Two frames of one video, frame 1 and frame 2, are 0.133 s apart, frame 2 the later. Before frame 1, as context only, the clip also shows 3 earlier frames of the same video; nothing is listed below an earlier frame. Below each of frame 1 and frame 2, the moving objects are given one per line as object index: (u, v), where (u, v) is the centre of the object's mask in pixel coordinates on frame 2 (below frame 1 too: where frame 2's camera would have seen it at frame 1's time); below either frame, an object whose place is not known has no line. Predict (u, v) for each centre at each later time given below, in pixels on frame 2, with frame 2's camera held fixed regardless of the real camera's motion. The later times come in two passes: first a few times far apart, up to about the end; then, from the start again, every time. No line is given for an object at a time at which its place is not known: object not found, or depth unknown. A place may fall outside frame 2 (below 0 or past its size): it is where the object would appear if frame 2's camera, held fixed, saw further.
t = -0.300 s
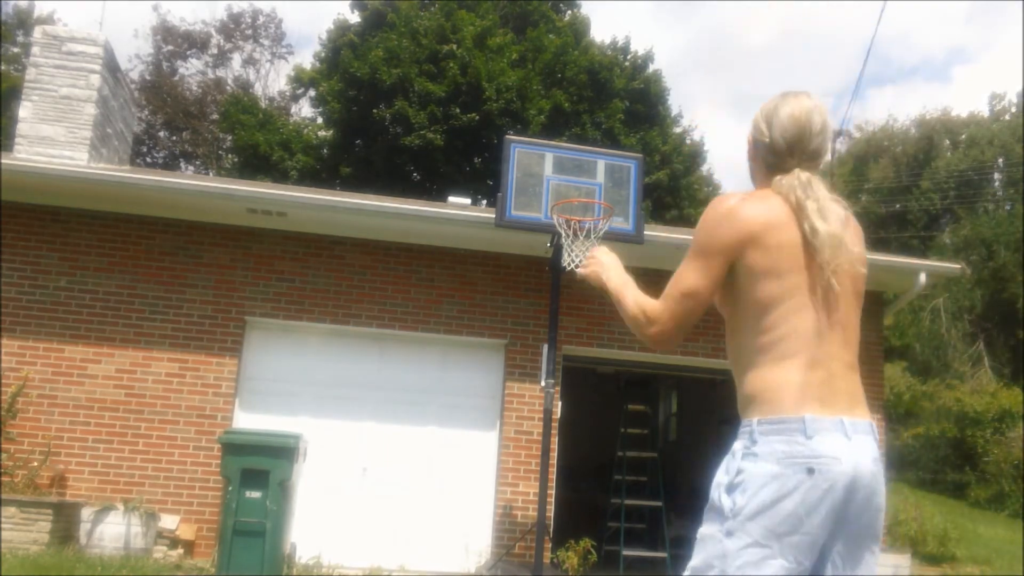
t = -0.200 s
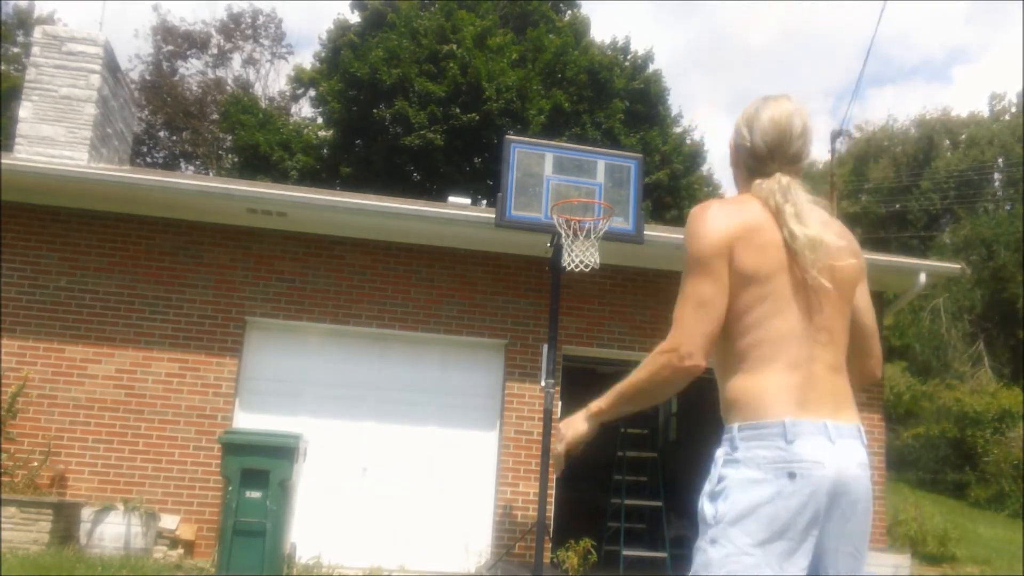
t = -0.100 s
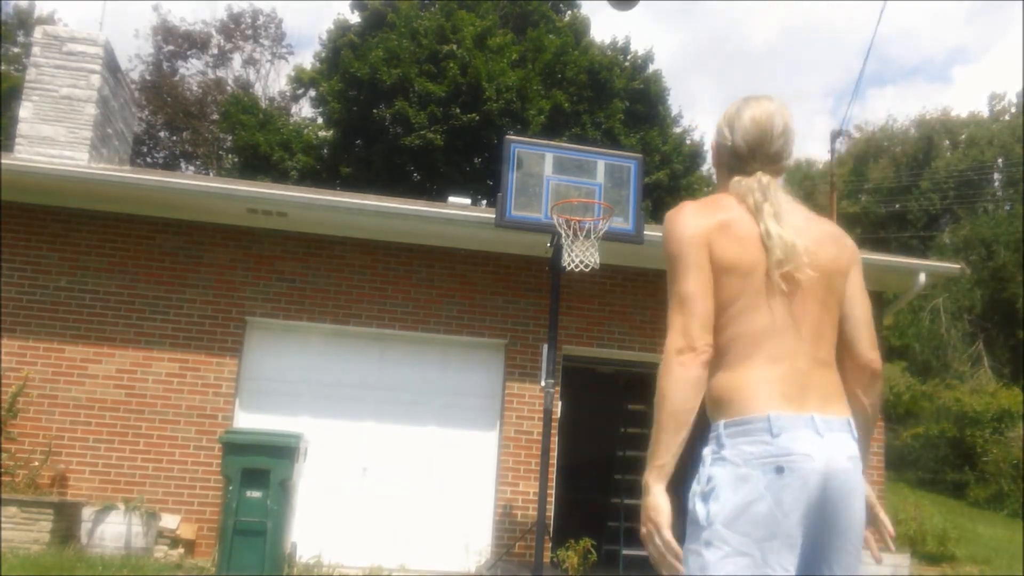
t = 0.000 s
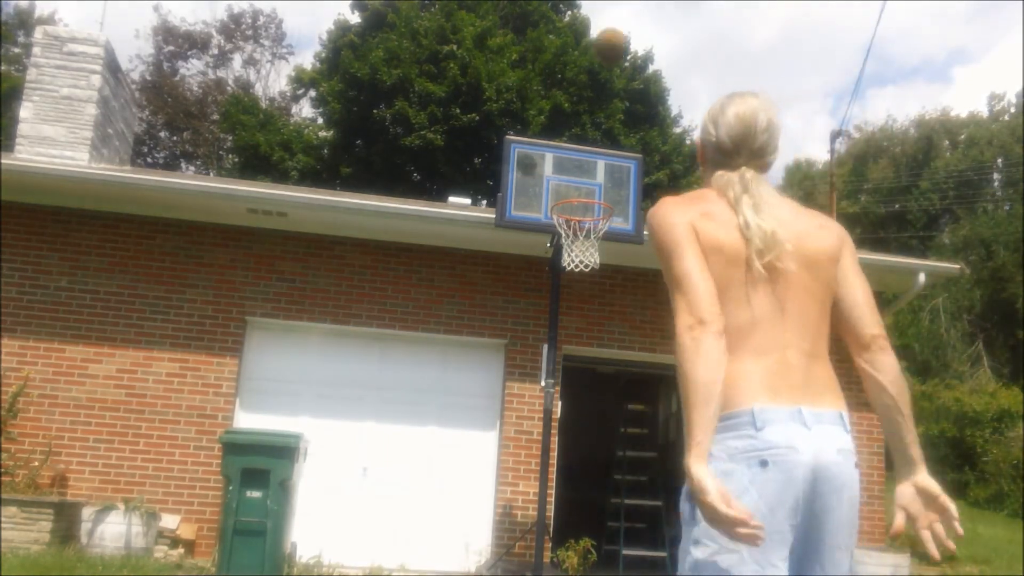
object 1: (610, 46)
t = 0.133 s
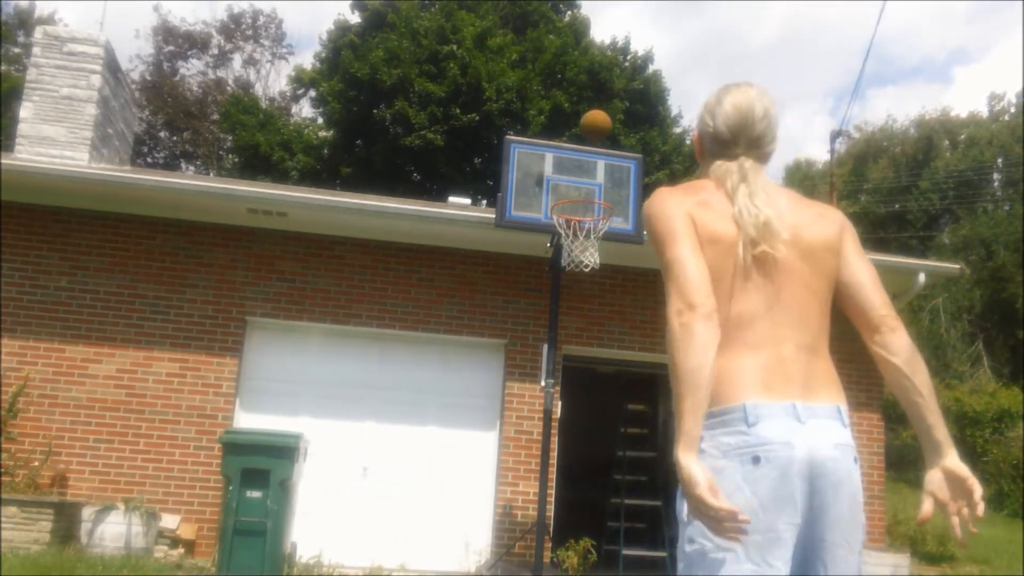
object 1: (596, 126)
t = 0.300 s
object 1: (582, 205)
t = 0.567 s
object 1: (591, 200)
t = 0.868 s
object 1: (592, 241)
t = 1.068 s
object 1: (601, 288)
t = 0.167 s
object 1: (592, 148)
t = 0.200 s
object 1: (588, 171)
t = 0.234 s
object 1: (585, 190)
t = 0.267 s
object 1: (582, 211)
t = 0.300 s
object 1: (582, 205)
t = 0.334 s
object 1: (581, 200)
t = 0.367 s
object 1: (580, 197)
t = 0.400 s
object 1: (580, 191)
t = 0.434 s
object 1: (579, 192)
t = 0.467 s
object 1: (580, 191)
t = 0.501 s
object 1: (584, 191)
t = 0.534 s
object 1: (588, 196)
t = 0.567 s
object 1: (591, 200)
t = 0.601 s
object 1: (590, 203)
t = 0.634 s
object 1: (584, 207)
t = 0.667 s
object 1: (577, 213)
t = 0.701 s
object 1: (570, 216)
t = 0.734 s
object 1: (573, 219)
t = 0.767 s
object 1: (578, 225)
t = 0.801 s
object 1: (584, 231)
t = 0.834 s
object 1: (586, 236)
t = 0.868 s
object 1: (592, 241)
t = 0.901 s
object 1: (595, 257)
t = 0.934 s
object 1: (596, 255)
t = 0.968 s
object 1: (598, 258)
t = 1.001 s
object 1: (599, 267)
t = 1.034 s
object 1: (600, 276)
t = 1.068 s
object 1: (601, 288)
